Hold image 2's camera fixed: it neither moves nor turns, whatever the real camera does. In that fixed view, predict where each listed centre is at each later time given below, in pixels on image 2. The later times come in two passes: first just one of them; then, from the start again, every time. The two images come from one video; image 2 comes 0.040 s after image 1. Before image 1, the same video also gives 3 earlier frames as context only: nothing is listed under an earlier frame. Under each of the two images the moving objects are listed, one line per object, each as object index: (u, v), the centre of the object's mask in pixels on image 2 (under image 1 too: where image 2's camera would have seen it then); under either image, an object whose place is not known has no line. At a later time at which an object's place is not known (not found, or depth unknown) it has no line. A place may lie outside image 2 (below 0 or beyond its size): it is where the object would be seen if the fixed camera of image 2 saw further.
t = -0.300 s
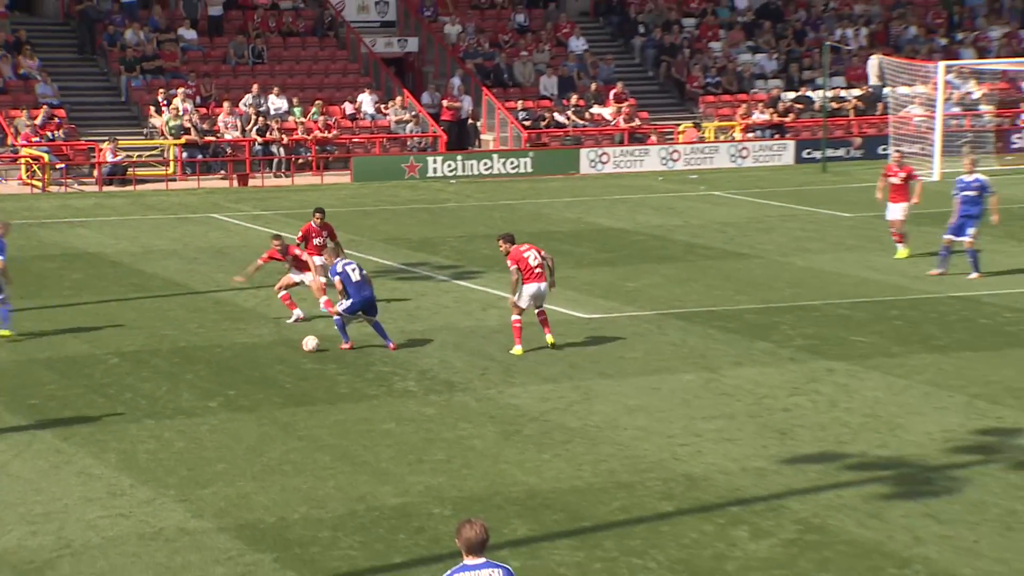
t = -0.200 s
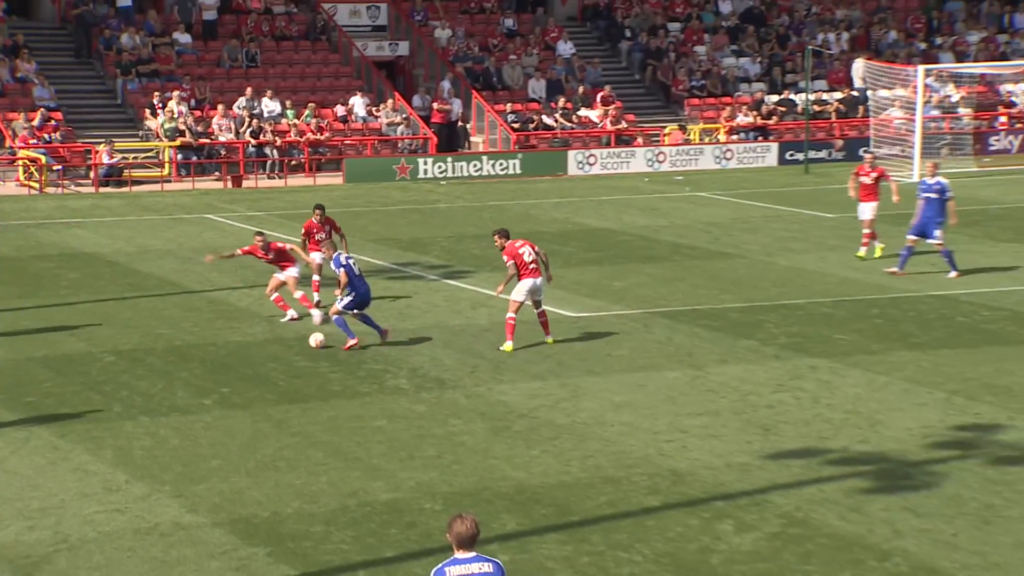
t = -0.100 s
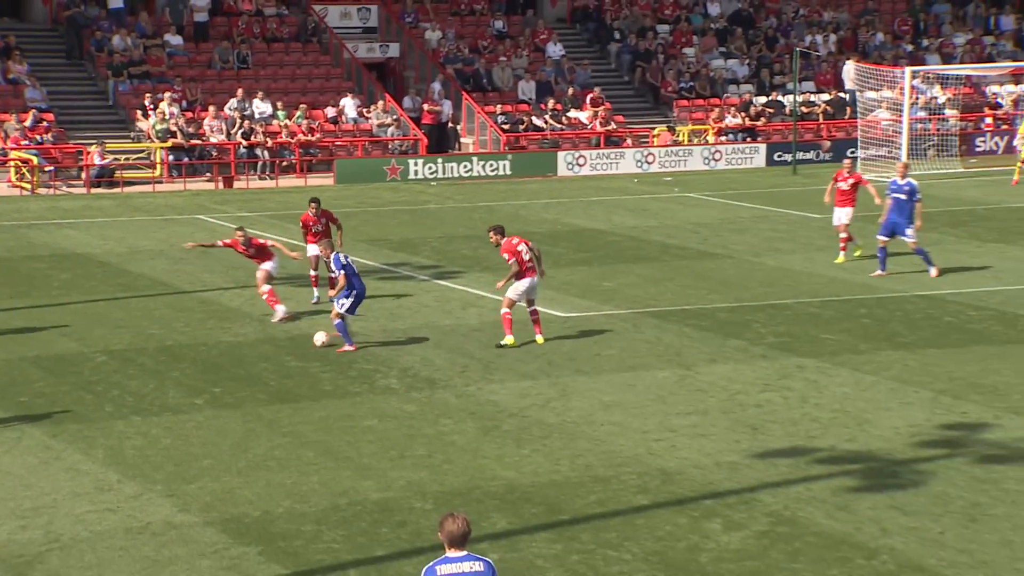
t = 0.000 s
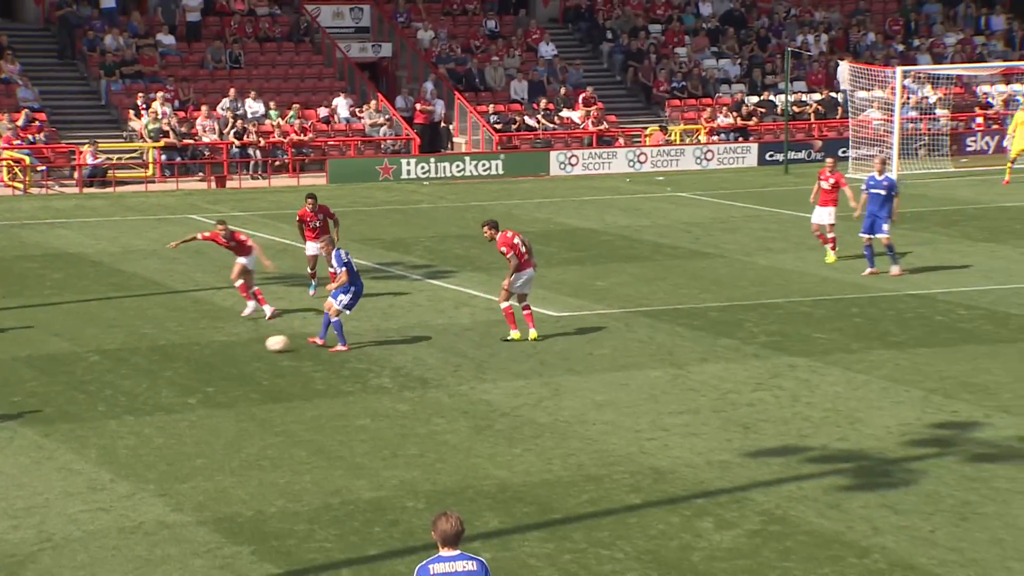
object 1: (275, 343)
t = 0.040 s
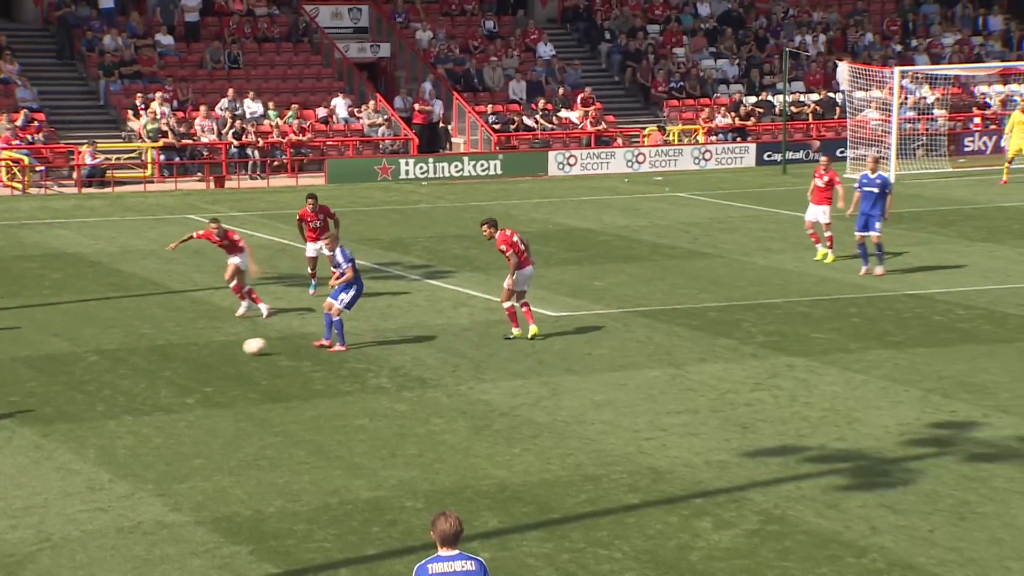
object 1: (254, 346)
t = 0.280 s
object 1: (136, 368)
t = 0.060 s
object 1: (244, 348)
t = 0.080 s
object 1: (233, 350)
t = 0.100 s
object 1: (222, 353)
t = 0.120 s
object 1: (211, 355)
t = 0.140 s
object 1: (201, 358)
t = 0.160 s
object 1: (191, 359)
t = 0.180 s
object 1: (182, 360)
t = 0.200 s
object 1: (172, 361)
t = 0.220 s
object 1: (163, 362)
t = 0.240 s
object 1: (154, 364)
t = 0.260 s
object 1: (145, 366)
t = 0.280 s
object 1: (136, 368)
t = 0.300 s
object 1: (126, 370)
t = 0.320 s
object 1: (117, 373)
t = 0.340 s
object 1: (109, 375)
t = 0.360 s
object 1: (100, 375)
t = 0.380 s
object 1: (92, 377)
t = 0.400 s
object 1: (84, 378)
